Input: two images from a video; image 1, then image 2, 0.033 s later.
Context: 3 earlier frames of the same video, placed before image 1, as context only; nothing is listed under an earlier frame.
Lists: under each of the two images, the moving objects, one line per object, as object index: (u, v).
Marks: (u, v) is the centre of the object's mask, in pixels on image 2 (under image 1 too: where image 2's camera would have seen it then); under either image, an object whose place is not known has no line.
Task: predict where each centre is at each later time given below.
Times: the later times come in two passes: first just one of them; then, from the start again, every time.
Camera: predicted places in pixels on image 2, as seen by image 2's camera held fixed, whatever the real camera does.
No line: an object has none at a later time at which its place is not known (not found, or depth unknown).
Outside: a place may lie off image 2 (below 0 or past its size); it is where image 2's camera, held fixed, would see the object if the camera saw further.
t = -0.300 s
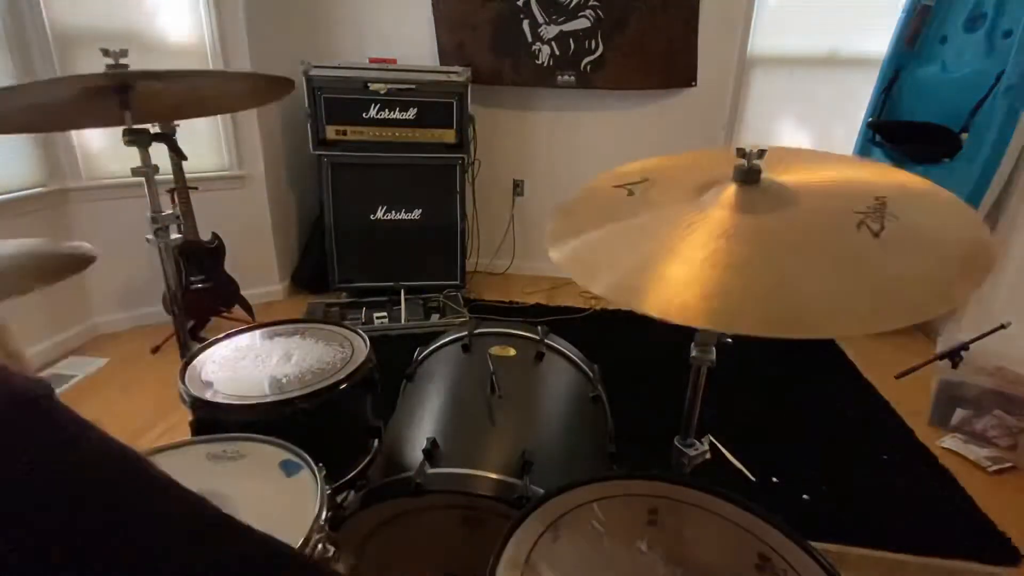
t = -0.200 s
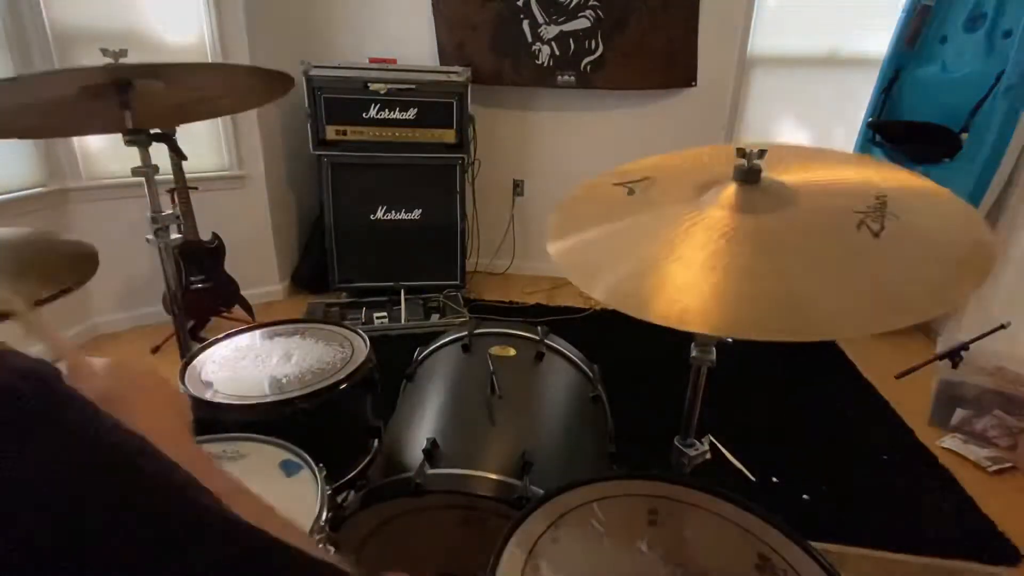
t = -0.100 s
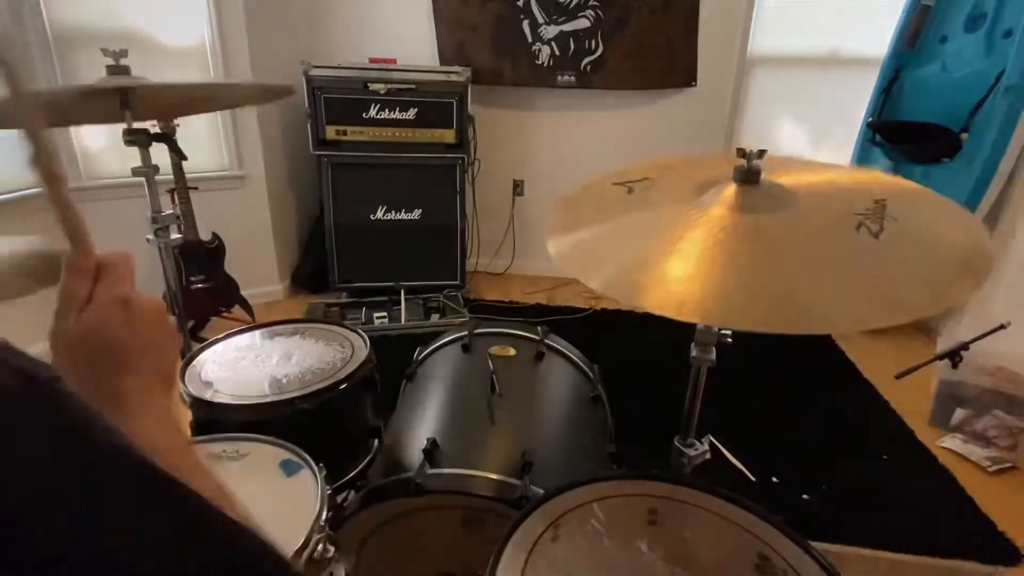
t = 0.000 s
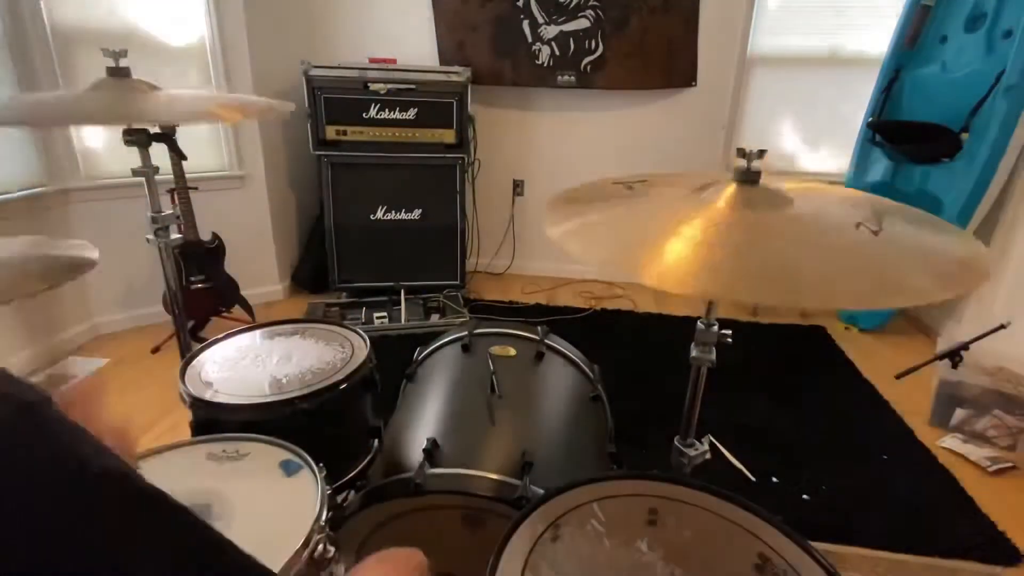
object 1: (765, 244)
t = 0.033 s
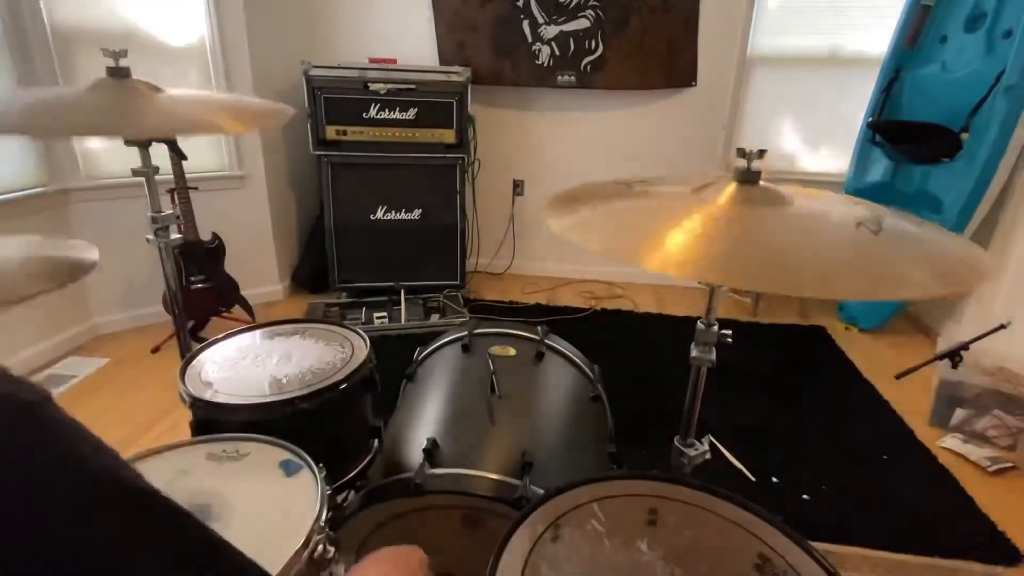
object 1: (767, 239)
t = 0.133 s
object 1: (762, 228)
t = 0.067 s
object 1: (765, 234)
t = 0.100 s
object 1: (770, 231)
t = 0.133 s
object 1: (762, 228)
